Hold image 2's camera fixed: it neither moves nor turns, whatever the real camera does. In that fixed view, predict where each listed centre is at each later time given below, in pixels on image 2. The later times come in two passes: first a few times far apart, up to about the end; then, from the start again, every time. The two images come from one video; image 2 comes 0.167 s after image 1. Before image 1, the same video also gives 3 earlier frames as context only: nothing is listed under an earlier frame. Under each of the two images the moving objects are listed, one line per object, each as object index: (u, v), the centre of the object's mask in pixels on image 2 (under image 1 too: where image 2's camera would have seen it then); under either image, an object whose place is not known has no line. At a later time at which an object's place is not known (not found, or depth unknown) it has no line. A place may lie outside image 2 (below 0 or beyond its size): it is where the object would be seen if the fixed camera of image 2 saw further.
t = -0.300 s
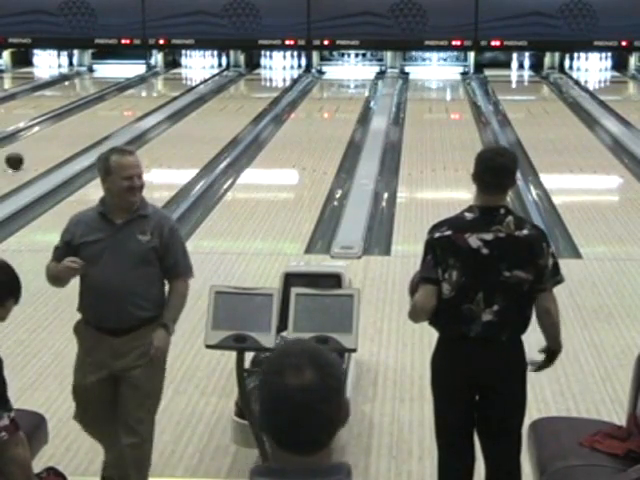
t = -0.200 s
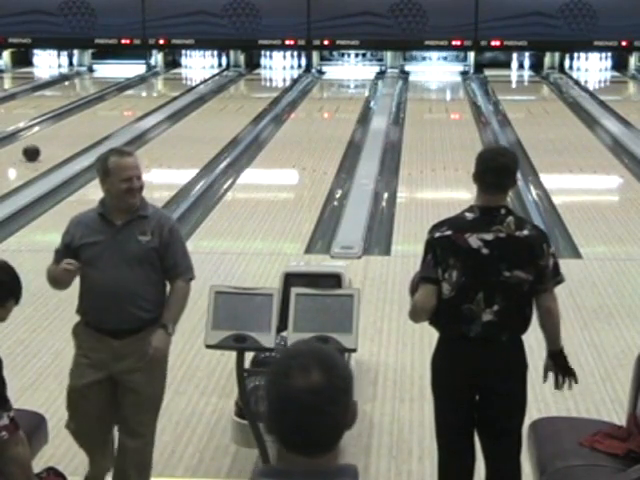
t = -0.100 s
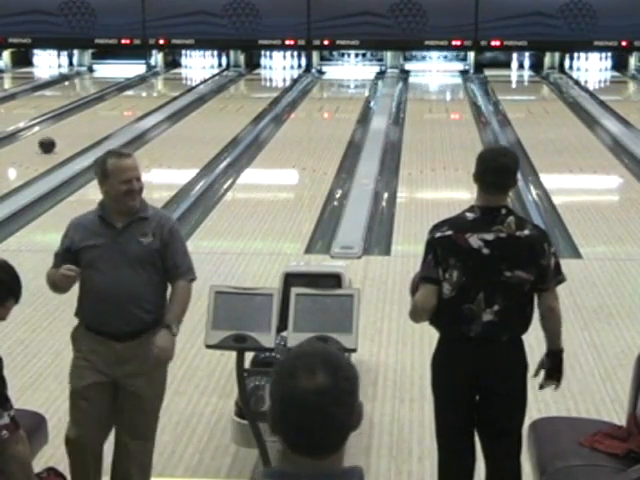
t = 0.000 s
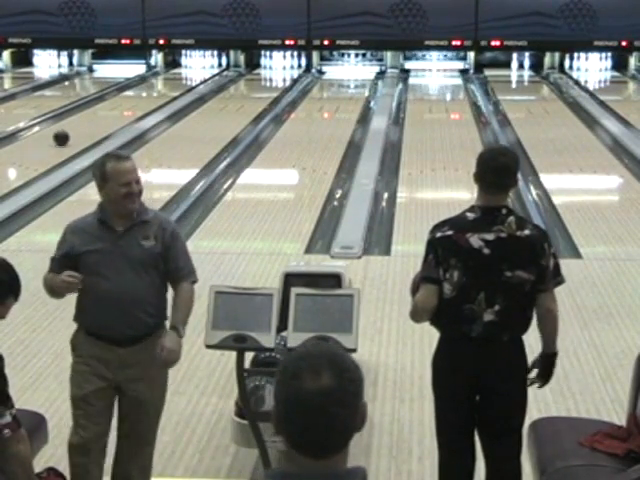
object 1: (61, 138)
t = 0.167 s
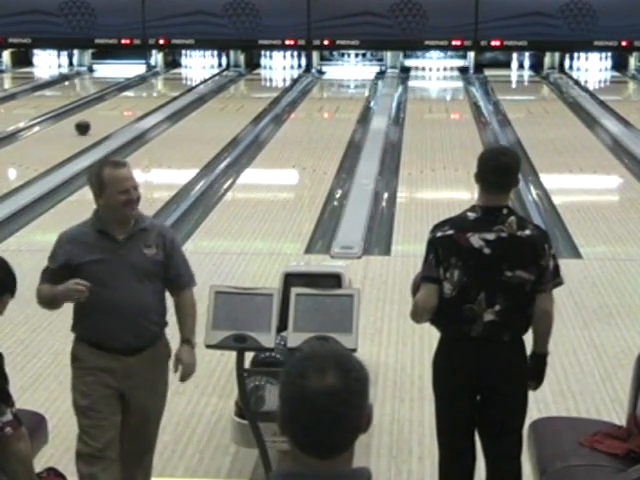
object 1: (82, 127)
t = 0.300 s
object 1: (97, 119)
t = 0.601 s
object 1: (126, 105)
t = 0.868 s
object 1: (147, 94)
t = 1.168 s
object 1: (166, 84)
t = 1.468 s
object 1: (179, 76)
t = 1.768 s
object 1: (189, 69)
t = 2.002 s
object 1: (191, 64)
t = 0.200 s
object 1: (86, 125)
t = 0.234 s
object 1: (90, 123)
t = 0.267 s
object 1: (94, 121)
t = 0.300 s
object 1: (97, 119)
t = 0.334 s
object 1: (101, 118)
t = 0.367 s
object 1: (104, 116)
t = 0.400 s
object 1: (108, 115)
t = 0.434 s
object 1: (111, 113)
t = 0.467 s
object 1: (114, 111)
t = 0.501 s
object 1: (117, 110)
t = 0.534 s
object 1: (120, 108)
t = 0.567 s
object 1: (123, 106)
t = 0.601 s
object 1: (126, 105)
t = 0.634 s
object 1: (129, 103)
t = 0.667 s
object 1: (131, 102)
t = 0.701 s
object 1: (134, 101)
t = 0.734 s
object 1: (137, 100)
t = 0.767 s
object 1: (139, 98)
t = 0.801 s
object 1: (142, 97)
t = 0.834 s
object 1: (144, 95)
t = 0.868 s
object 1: (147, 94)
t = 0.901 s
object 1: (149, 93)
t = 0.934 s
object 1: (152, 92)
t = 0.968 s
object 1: (153, 90)
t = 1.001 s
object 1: (156, 89)
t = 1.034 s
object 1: (158, 88)
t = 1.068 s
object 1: (160, 87)
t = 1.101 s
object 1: (162, 86)
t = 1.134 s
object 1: (164, 85)
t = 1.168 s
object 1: (166, 84)
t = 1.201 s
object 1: (168, 83)
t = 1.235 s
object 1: (170, 82)
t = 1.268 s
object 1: (171, 81)
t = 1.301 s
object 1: (172, 80)
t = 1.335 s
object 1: (174, 78)
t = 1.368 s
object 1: (176, 78)
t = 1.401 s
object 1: (177, 77)
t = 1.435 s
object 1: (178, 76)
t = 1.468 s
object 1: (179, 76)
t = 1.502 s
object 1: (181, 75)
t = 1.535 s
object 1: (182, 74)
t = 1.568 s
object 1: (183, 73)
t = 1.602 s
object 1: (184, 72)
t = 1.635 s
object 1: (186, 71)
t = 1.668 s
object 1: (186, 70)
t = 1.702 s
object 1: (187, 70)
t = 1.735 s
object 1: (188, 69)
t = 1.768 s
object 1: (189, 69)
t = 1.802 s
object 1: (189, 68)
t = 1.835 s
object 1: (190, 67)
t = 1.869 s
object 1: (190, 67)
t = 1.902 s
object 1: (191, 66)
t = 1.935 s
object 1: (192, 66)
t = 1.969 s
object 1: (191, 65)
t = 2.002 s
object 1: (191, 64)
